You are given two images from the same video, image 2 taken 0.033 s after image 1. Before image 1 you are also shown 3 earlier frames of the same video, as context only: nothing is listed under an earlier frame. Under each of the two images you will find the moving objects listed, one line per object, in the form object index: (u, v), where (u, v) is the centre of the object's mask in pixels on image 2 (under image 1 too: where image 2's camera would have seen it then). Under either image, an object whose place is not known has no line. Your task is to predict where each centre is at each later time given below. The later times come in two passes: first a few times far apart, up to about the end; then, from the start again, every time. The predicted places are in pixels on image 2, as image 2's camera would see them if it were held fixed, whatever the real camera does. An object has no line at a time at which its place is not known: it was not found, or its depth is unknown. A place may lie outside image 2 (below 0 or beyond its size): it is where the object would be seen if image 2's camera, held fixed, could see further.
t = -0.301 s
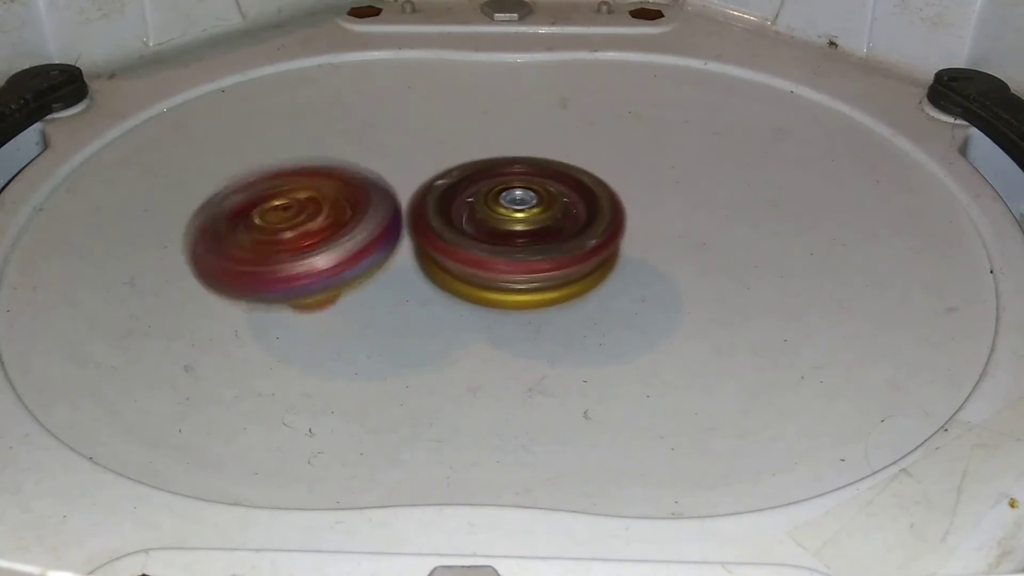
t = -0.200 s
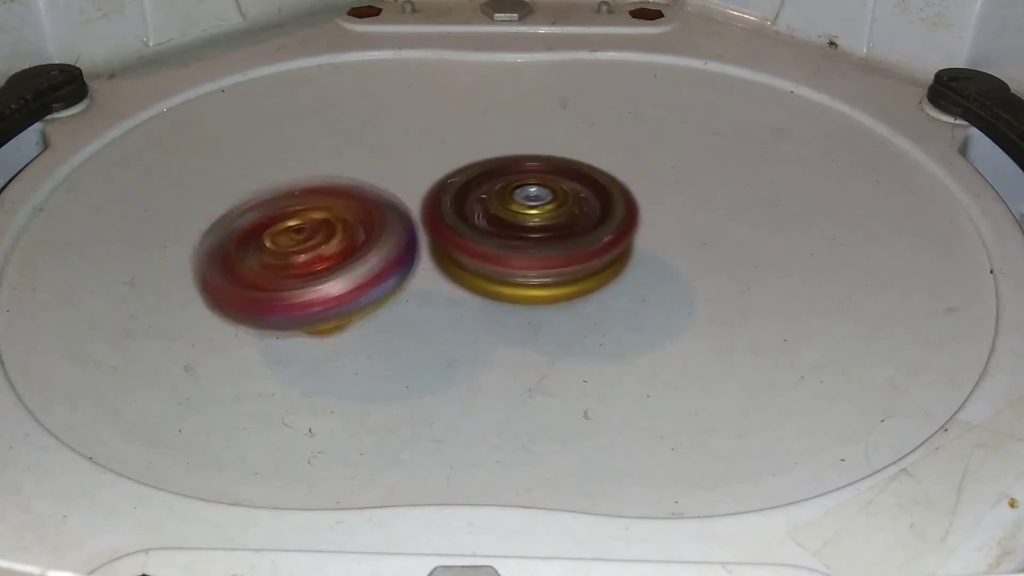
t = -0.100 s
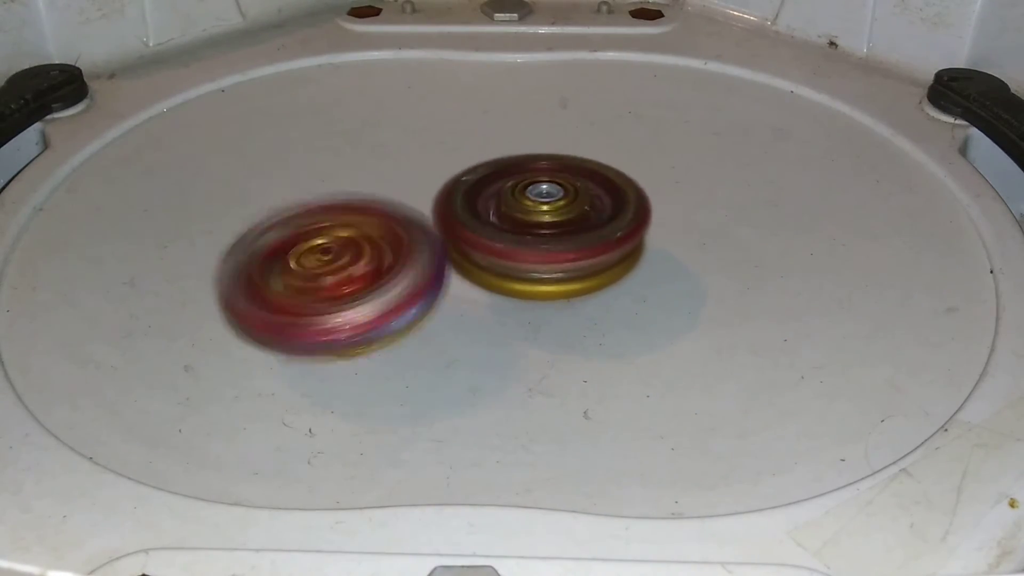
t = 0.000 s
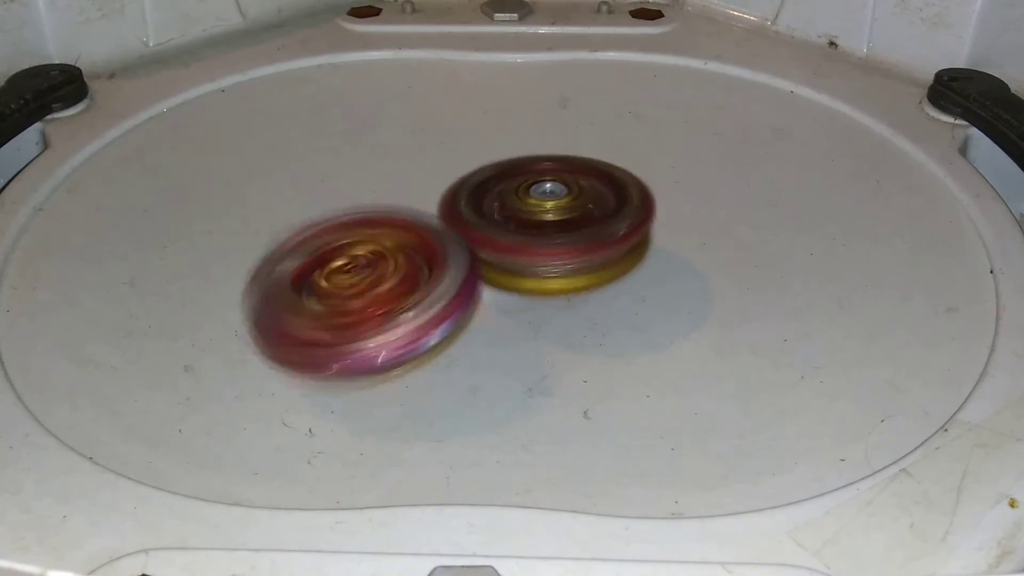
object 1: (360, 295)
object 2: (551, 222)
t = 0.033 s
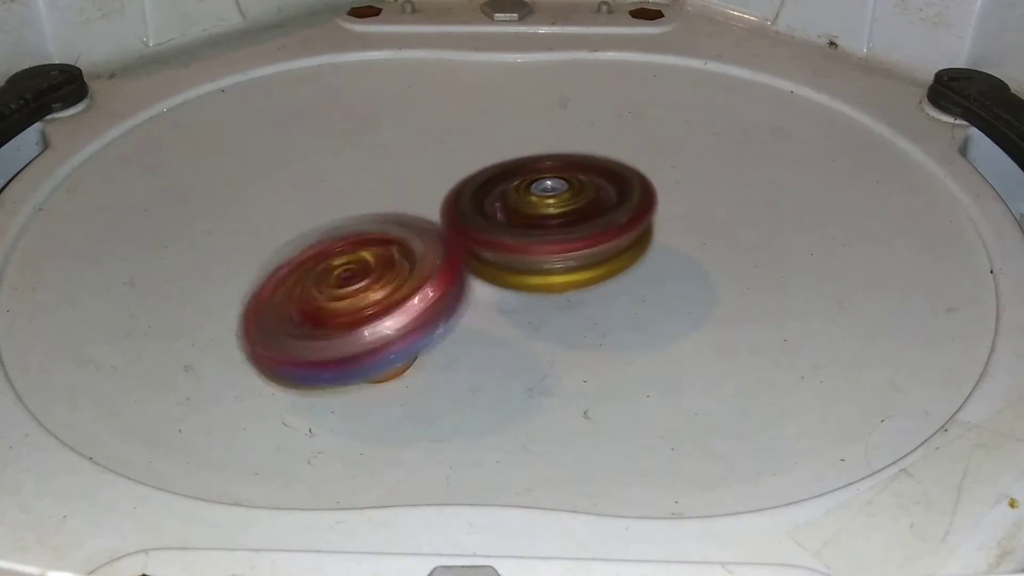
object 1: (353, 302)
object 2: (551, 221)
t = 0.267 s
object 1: (375, 297)
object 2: (561, 206)
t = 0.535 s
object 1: (429, 263)
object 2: (590, 148)
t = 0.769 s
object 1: (491, 275)
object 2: (609, 112)
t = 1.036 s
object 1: (534, 282)
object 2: (605, 119)
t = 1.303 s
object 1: (538, 286)
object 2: (574, 160)
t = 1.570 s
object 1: (525, 306)
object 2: (554, 163)
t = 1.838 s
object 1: (568, 313)
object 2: (551, 159)
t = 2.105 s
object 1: (554, 292)
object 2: (551, 170)
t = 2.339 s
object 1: (589, 340)
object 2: (546, 138)
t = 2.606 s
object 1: (579, 293)
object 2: (562, 154)
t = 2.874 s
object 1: (514, 286)
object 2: (579, 179)
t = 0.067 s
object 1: (354, 305)
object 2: (554, 219)
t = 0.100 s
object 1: (363, 306)
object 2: (556, 218)
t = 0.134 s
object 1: (368, 305)
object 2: (558, 216)
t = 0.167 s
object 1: (372, 304)
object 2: (560, 213)
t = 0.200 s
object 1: (370, 304)
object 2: (561, 211)
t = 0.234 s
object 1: (370, 301)
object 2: (561, 209)
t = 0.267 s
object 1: (375, 297)
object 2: (561, 206)
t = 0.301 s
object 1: (377, 290)
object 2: (560, 204)
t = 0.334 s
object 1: (388, 284)
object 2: (560, 201)
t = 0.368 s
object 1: (394, 278)
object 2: (559, 199)
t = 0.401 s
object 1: (397, 281)
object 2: (565, 190)
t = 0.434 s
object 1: (396, 277)
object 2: (573, 178)
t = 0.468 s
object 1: (400, 272)
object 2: (578, 168)
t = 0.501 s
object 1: (414, 268)
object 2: (584, 158)
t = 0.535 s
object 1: (429, 263)
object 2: (590, 148)
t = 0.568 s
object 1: (446, 266)
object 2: (595, 141)
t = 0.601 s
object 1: (455, 275)
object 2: (599, 134)
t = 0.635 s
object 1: (464, 276)
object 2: (602, 127)
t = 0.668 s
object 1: (469, 273)
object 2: (605, 122)
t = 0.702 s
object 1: (476, 272)
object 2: (607, 117)
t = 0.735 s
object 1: (483, 273)
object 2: (607, 114)
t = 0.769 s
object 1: (491, 275)
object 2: (609, 112)
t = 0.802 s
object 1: (500, 273)
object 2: (609, 111)
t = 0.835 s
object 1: (511, 273)
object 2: (609, 110)
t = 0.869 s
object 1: (519, 275)
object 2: (609, 109)
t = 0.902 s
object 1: (521, 280)
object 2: (609, 110)
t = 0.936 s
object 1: (526, 279)
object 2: (608, 111)
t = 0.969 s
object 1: (529, 280)
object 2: (607, 113)
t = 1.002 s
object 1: (533, 280)
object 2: (606, 115)
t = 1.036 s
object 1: (534, 282)
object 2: (605, 119)
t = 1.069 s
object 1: (535, 284)
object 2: (603, 123)
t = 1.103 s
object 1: (534, 284)
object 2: (601, 129)
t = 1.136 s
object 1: (536, 278)
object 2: (598, 137)
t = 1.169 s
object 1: (542, 280)
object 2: (595, 146)
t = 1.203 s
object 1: (546, 279)
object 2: (589, 156)
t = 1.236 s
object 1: (545, 284)
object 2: (583, 160)
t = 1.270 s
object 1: (545, 290)
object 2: (577, 159)
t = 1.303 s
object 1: (538, 286)
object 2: (574, 160)
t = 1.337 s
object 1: (536, 284)
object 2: (574, 162)
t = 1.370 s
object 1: (536, 280)
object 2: (574, 163)
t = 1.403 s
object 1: (544, 300)
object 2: (568, 155)
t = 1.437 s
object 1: (535, 312)
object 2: (560, 153)
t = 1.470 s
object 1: (524, 313)
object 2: (555, 157)
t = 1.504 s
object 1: (516, 312)
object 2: (555, 158)
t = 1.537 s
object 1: (517, 311)
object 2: (555, 161)
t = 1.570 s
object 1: (525, 306)
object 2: (554, 163)
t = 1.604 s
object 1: (536, 300)
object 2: (554, 166)
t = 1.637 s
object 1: (555, 299)
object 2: (553, 168)
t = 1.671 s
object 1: (558, 295)
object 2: (555, 169)
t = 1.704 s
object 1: (565, 302)
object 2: (554, 167)
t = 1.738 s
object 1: (574, 313)
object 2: (552, 163)
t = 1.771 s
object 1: (575, 312)
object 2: (552, 160)
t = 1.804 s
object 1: (571, 315)
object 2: (552, 160)
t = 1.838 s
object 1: (568, 313)
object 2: (551, 159)
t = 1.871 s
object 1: (566, 309)
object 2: (551, 159)
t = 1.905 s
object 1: (561, 310)
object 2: (551, 158)
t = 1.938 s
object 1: (555, 306)
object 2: (550, 159)
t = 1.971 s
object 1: (549, 302)
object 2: (550, 160)
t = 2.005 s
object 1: (546, 302)
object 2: (549, 163)
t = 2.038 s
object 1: (547, 304)
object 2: (550, 167)
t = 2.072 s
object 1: (543, 295)
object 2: (551, 169)
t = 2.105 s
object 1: (554, 292)
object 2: (551, 170)
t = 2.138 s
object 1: (560, 301)
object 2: (552, 168)
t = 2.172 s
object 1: (578, 324)
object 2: (545, 154)
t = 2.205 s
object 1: (593, 338)
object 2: (540, 147)
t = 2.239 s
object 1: (600, 349)
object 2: (540, 143)
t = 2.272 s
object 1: (600, 351)
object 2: (545, 139)
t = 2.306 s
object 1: (595, 348)
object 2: (544, 138)
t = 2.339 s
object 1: (589, 340)
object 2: (546, 138)
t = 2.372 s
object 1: (588, 337)
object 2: (548, 138)
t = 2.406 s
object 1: (592, 335)
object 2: (551, 138)
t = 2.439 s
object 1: (591, 322)
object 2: (550, 139)
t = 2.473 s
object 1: (595, 313)
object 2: (552, 140)
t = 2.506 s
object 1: (598, 306)
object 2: (553, 142)
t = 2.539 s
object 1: (594, 301)
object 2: (556, 144)
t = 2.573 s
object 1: (586, 297)
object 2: (557, 149)
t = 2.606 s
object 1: (579, 293)
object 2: (562, 154)
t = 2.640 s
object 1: (571, 290)
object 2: (563, 159)
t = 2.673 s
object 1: (560, 286)
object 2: (567, 165)
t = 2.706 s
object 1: (548, 283)
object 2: (569, 168)
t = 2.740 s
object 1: (536, 281)
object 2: (573, 171)
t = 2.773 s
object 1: (535, 283)
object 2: (575, 177)
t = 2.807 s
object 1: (529, 284)
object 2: (577, 179)
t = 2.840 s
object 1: (520, 284)
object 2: (578, 179)
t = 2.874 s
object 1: (514, 286)
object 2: (579, 179)
